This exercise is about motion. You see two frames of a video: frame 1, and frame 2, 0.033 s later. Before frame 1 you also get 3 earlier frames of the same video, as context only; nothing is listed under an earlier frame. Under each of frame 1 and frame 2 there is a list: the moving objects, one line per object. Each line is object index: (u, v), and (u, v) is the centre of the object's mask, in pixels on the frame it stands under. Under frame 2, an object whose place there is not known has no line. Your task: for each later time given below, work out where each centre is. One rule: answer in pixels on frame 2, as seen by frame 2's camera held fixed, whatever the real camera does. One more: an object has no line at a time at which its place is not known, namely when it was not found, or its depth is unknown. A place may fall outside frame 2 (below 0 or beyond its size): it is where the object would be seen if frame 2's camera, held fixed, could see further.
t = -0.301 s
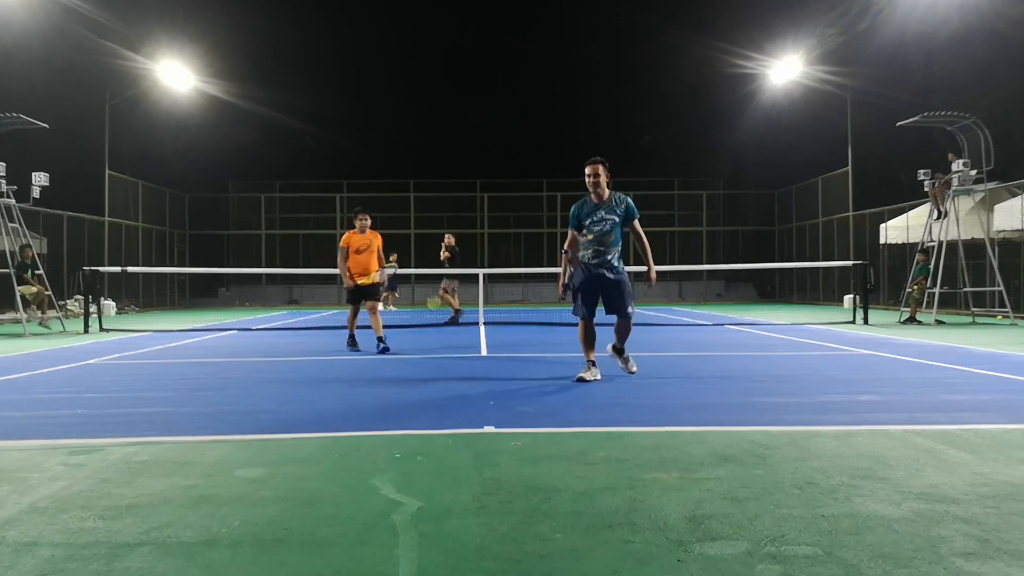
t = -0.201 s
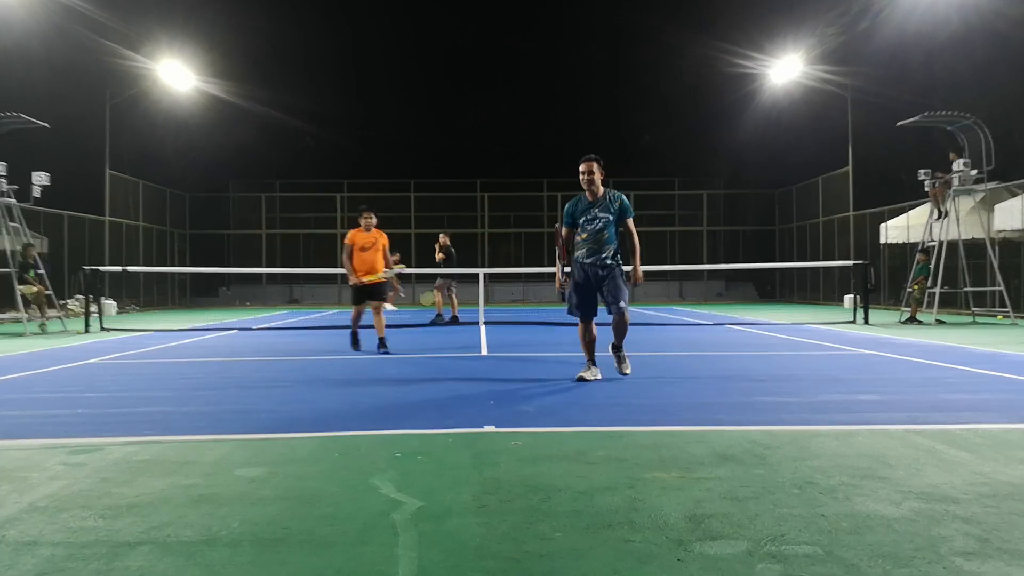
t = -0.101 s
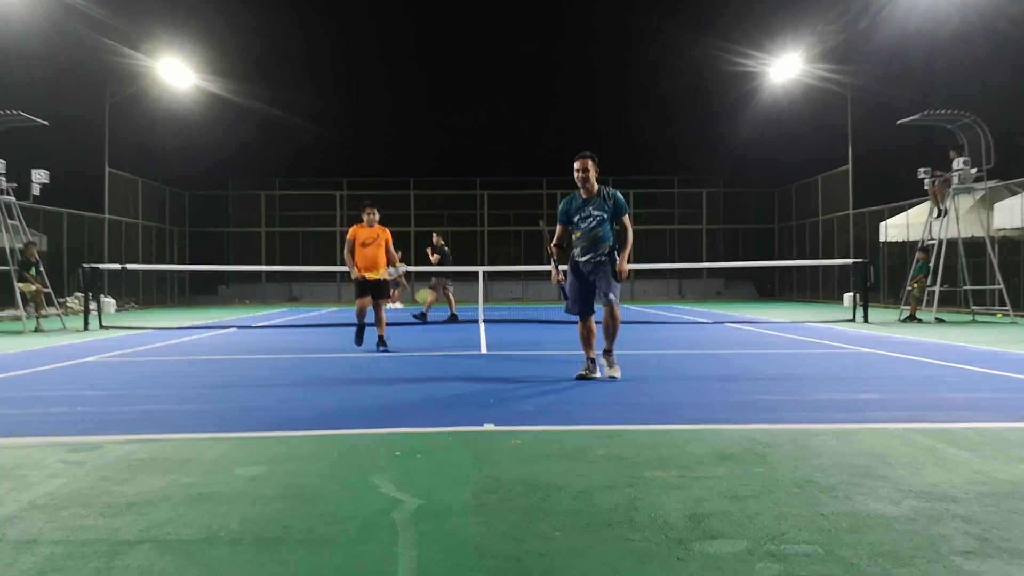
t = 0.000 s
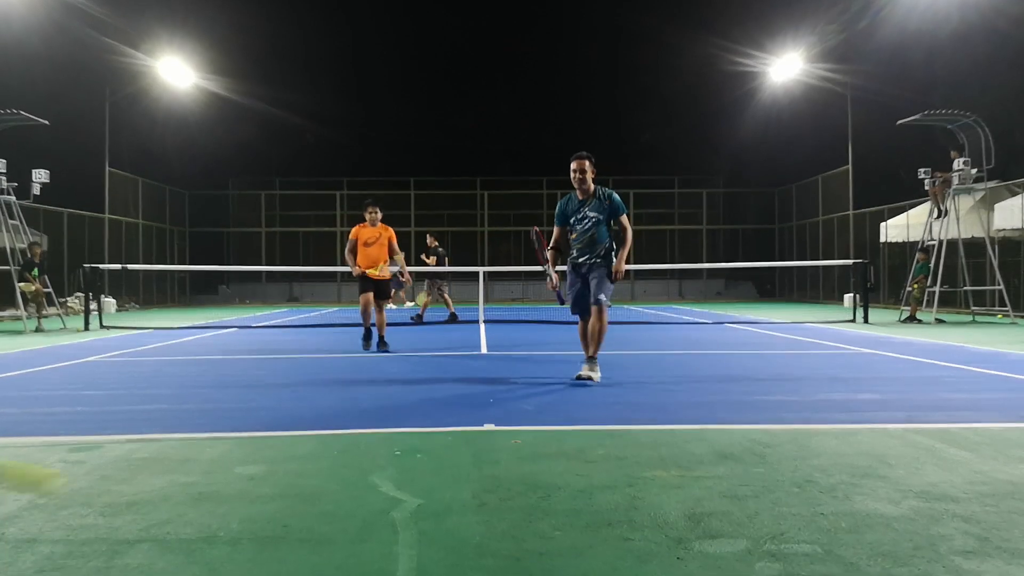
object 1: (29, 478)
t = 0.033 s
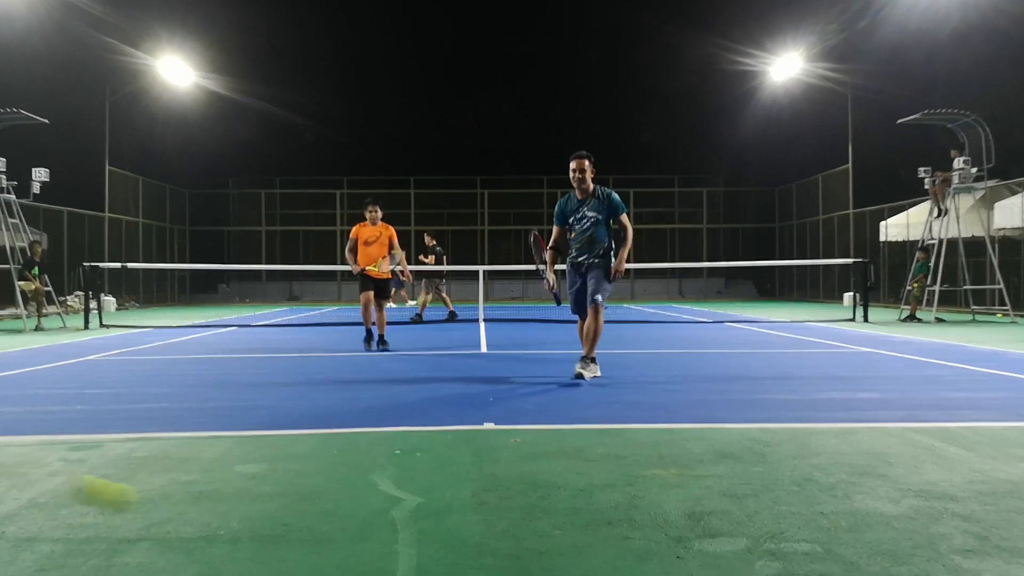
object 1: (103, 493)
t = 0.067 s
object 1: (169, 512)
